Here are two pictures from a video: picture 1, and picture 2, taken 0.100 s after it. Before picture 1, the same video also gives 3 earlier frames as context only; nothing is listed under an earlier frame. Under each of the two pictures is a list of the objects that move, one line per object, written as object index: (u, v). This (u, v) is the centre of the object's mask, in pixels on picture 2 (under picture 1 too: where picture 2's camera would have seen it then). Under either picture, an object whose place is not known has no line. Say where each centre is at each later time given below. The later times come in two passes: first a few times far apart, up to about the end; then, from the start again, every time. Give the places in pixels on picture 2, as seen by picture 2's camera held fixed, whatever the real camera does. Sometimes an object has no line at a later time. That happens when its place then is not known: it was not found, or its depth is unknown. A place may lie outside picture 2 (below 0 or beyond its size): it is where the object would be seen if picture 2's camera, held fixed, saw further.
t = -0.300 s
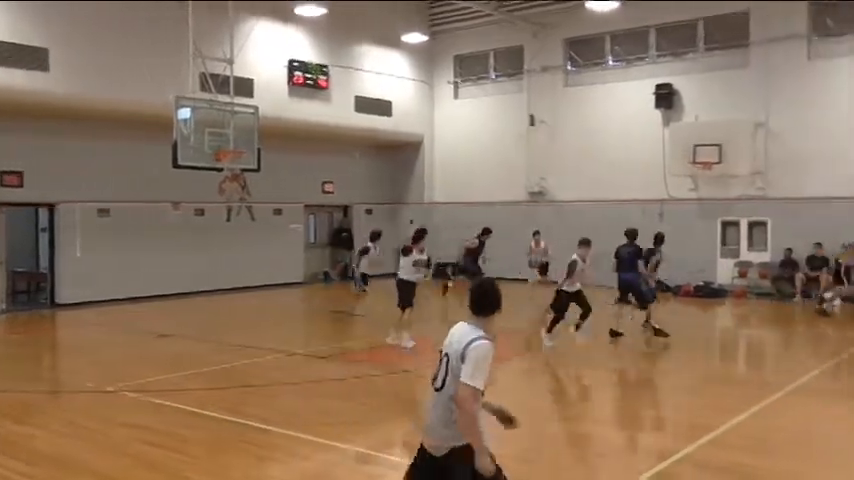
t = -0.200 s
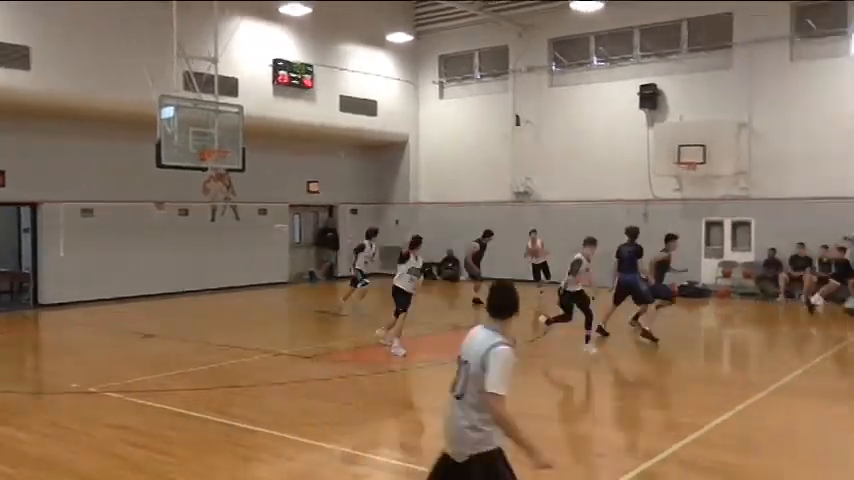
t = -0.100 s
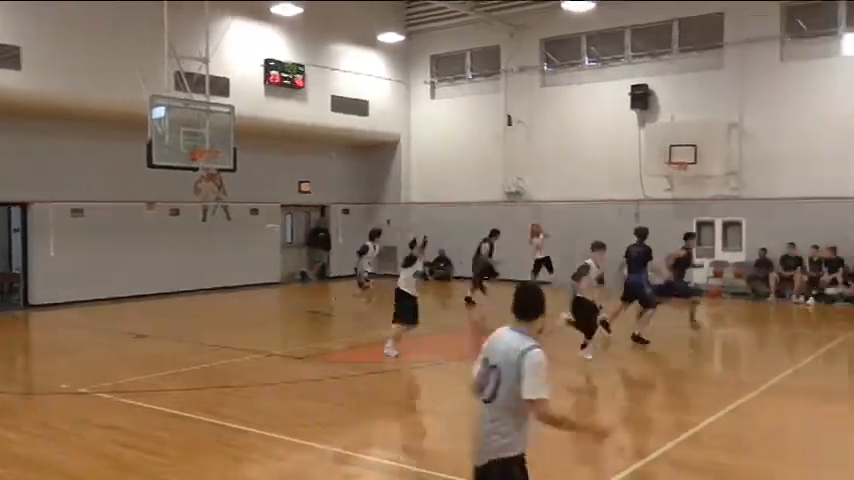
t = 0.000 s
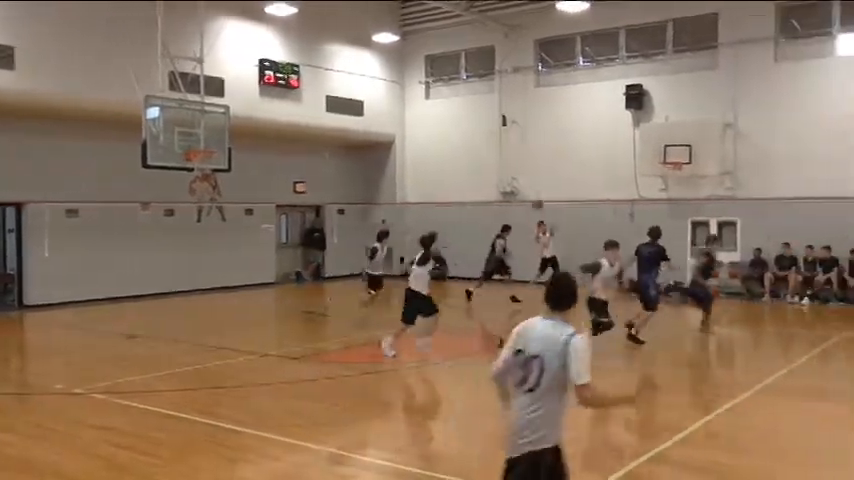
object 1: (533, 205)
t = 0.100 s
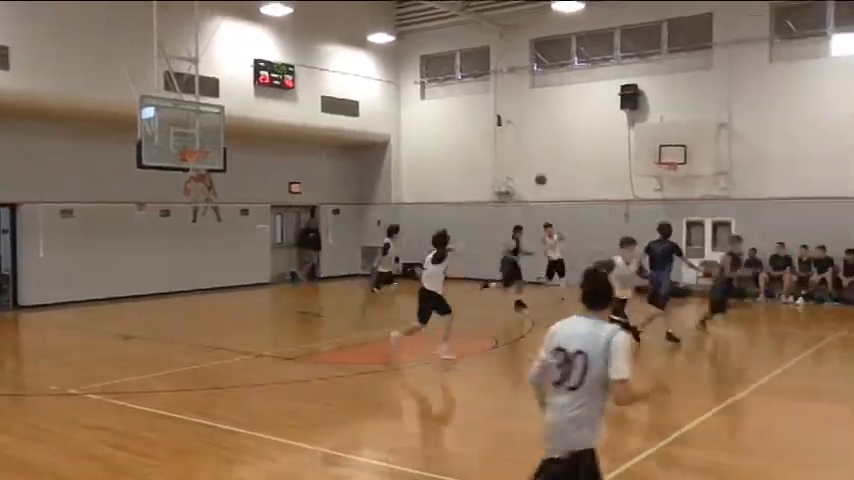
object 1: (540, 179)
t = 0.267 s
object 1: (556, 143)
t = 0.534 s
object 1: (588, 104)
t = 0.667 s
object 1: (608, 98)
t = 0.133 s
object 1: (543, 171)
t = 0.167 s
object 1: (546, 164)
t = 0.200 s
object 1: (549, 157)
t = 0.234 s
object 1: (552, 149)
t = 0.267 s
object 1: (556, 143)
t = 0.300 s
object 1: (560, 136)
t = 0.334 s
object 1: (563, 131)
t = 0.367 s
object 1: (567, 125)
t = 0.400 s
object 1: (570, 120)
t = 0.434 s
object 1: (575, 115)
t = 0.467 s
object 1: (578, 111)
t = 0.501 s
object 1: (583, 107)
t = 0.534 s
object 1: (588, 104)
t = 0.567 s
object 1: (593, 102)
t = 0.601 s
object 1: (598, 100)
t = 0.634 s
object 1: (603, 98)
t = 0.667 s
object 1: (608, 98)
